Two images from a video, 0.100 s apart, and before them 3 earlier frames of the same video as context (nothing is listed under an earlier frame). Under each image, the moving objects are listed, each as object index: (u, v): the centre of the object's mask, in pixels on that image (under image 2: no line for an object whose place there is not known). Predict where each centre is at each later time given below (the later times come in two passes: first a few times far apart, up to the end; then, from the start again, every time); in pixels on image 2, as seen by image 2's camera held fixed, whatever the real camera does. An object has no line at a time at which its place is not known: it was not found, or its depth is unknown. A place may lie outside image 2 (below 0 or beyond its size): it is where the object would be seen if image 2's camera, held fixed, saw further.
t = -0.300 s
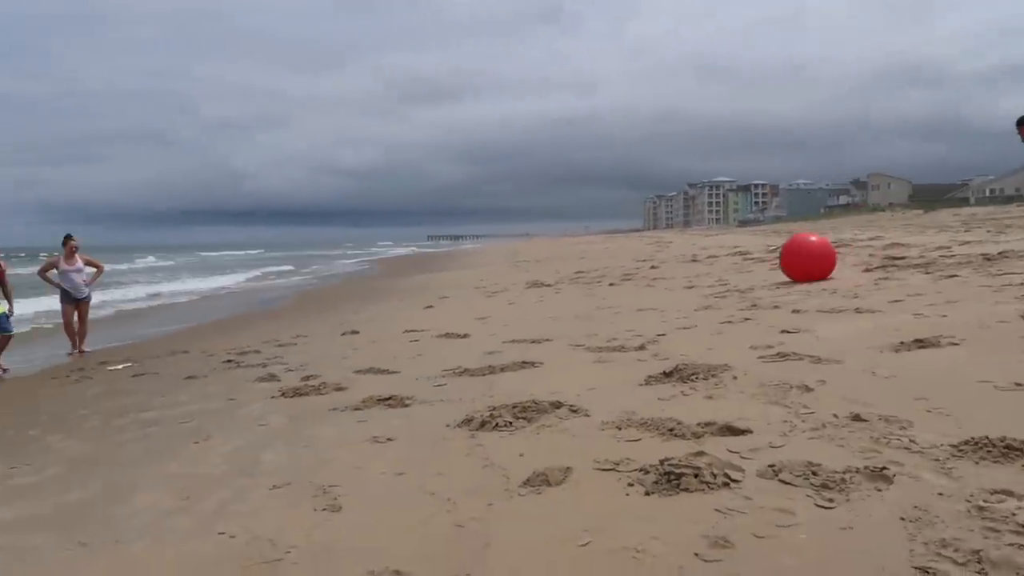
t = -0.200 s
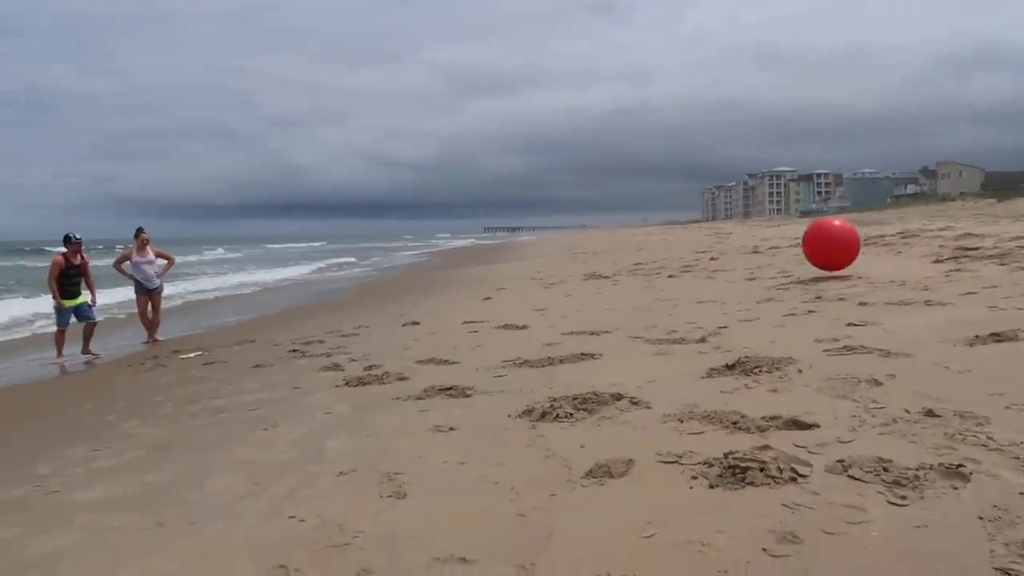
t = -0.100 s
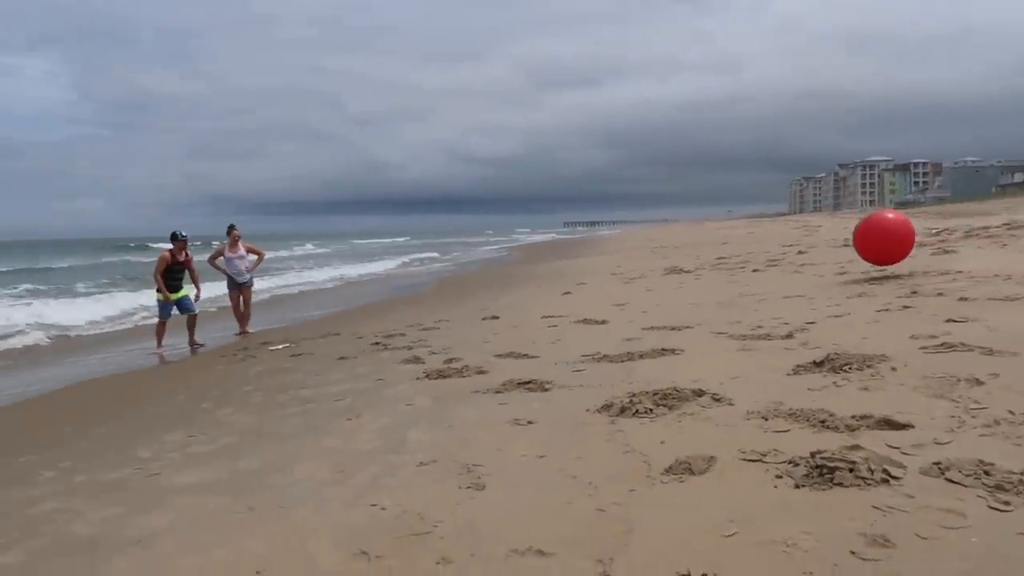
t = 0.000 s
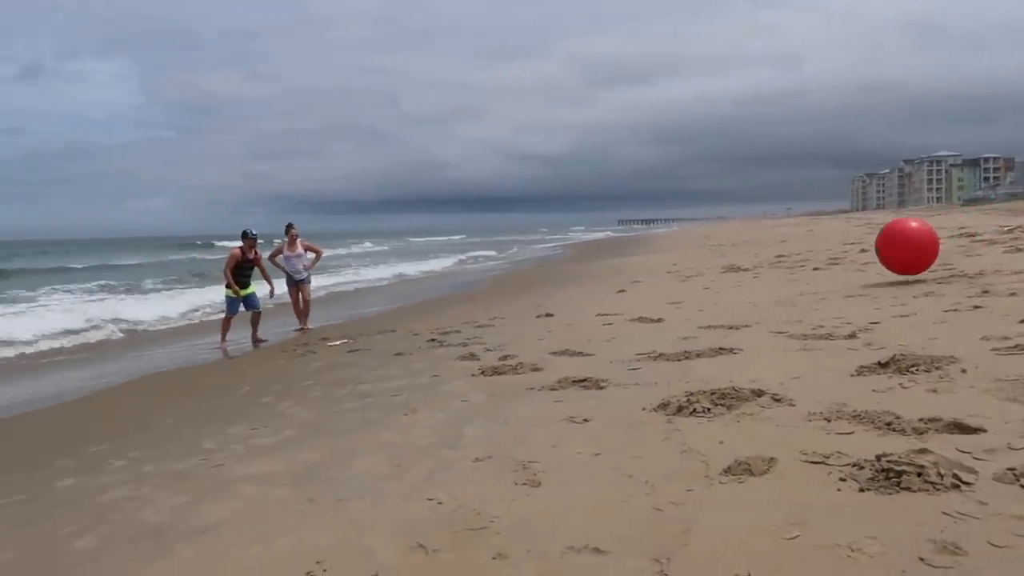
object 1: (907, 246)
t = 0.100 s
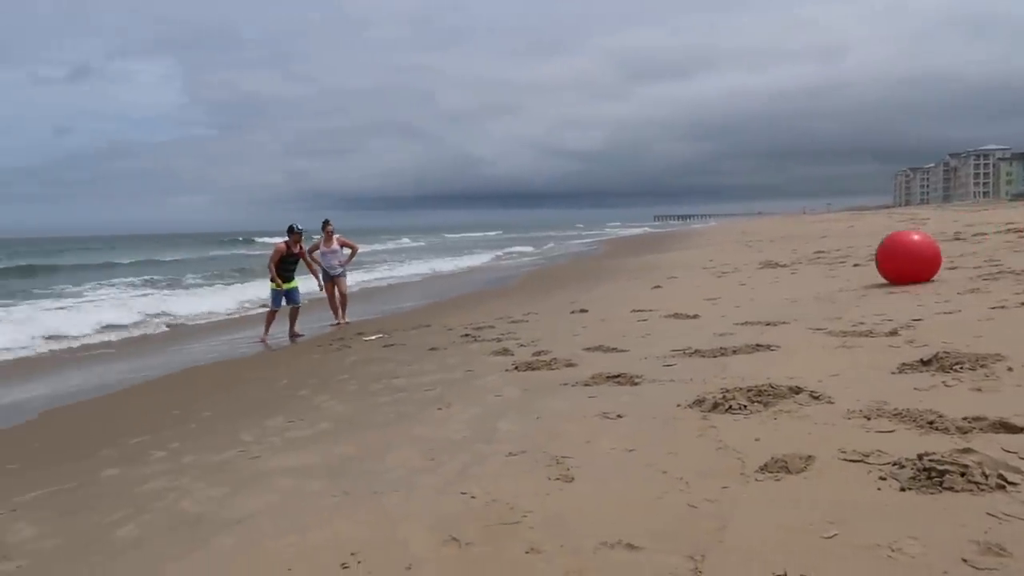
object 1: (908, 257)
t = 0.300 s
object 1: (823, 249)
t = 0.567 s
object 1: (726, 273)
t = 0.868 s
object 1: (629, 279)
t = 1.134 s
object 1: (553, 280)
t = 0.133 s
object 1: (893, 255)
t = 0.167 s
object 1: (879, 252)
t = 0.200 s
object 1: (864, 250)
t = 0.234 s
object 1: (850, 249)
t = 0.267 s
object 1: (836, 248)
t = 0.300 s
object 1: (823, 249)
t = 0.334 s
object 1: (810, 251)
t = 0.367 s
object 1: (797, 253)
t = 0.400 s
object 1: (785, 257)
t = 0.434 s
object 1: (773, 262)
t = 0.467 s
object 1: (762, 268)
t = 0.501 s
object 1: (750, 274)
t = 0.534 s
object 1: (738, 276)
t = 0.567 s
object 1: (726, 273)
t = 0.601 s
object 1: (714, 269)
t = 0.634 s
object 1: (702, 267)
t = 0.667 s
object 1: (691, 266)
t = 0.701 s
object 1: (680, 266)
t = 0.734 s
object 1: (669, 267)
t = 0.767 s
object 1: (659, 268)
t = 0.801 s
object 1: (649, 271)
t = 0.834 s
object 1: (639, 275)
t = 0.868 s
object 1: (629, 279)
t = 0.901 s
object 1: (620, 285)
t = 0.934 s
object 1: (610, 289)
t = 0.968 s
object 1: (600, 288)
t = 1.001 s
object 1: (590, 284)
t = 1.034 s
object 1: (581, 282)
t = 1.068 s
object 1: (571, 280)
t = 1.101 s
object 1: (562, 280)
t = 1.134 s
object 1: (553, 280)
